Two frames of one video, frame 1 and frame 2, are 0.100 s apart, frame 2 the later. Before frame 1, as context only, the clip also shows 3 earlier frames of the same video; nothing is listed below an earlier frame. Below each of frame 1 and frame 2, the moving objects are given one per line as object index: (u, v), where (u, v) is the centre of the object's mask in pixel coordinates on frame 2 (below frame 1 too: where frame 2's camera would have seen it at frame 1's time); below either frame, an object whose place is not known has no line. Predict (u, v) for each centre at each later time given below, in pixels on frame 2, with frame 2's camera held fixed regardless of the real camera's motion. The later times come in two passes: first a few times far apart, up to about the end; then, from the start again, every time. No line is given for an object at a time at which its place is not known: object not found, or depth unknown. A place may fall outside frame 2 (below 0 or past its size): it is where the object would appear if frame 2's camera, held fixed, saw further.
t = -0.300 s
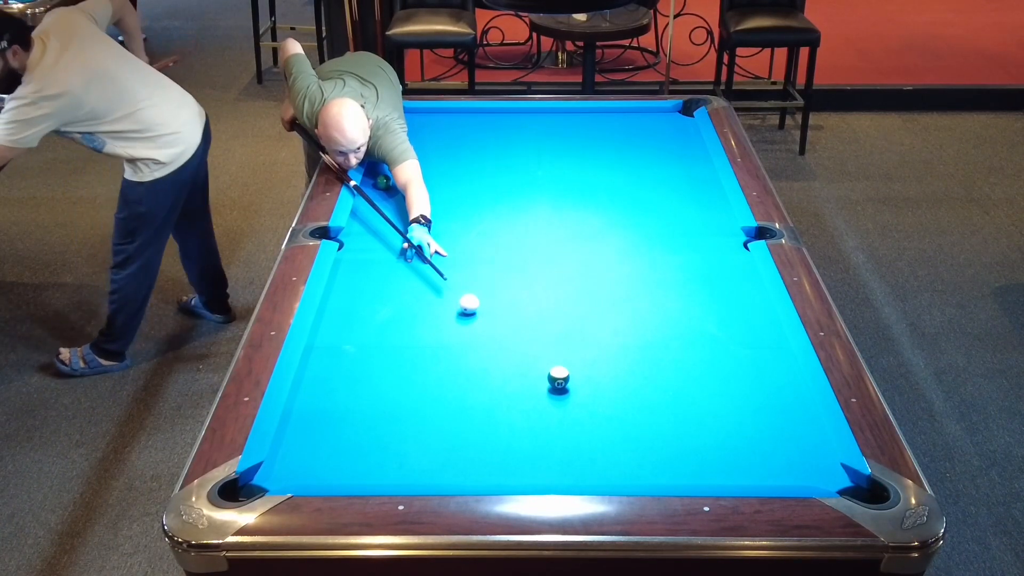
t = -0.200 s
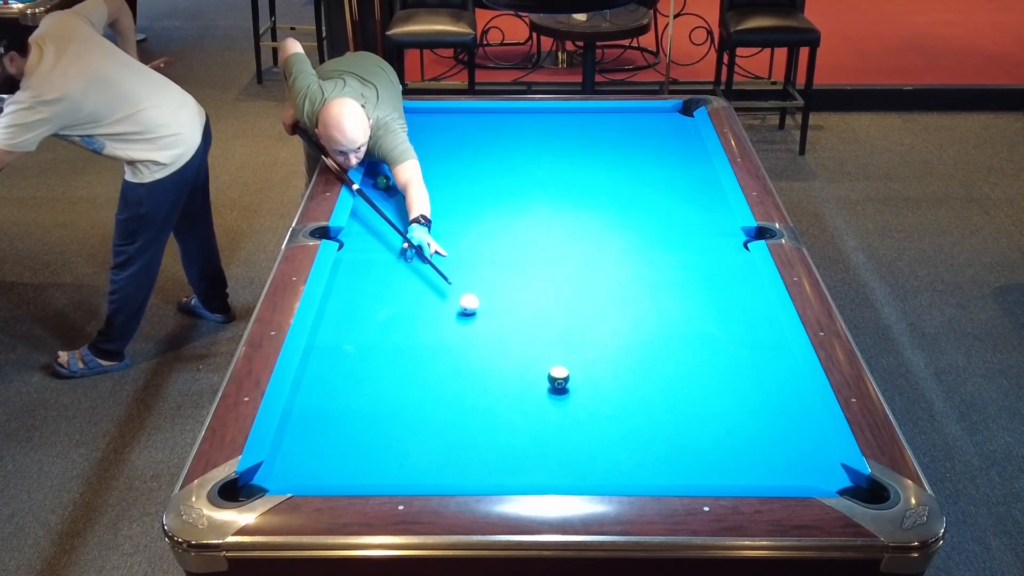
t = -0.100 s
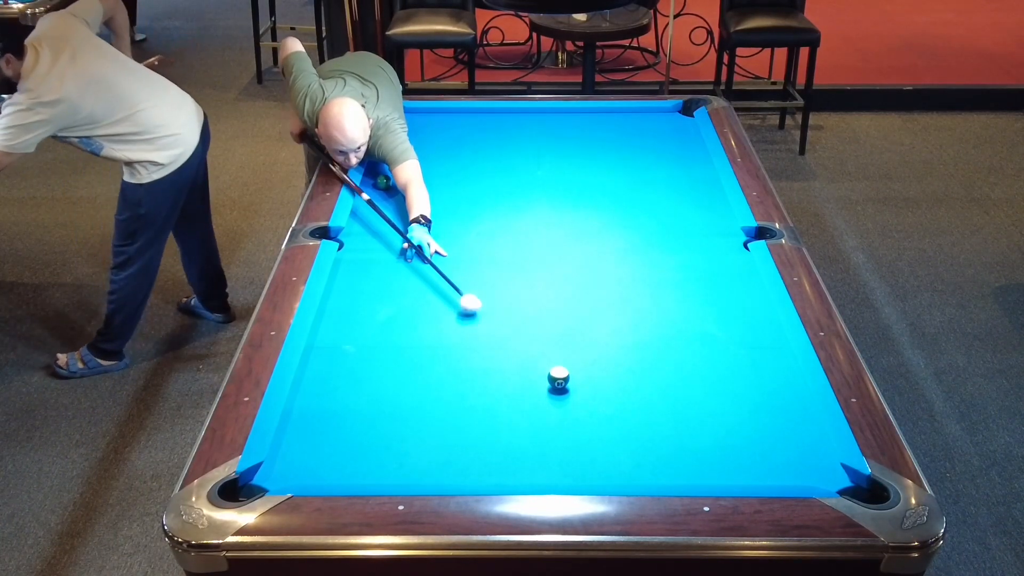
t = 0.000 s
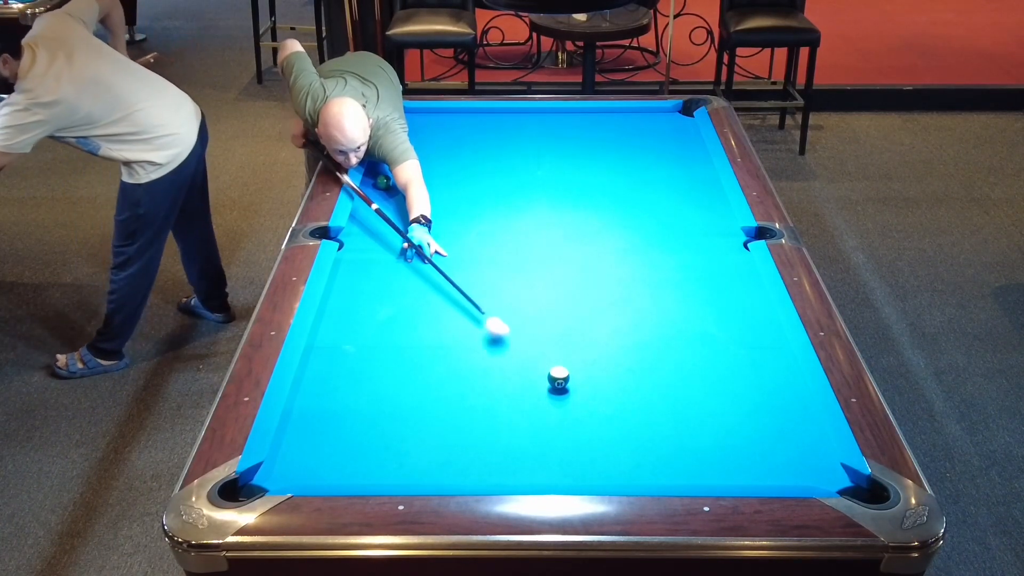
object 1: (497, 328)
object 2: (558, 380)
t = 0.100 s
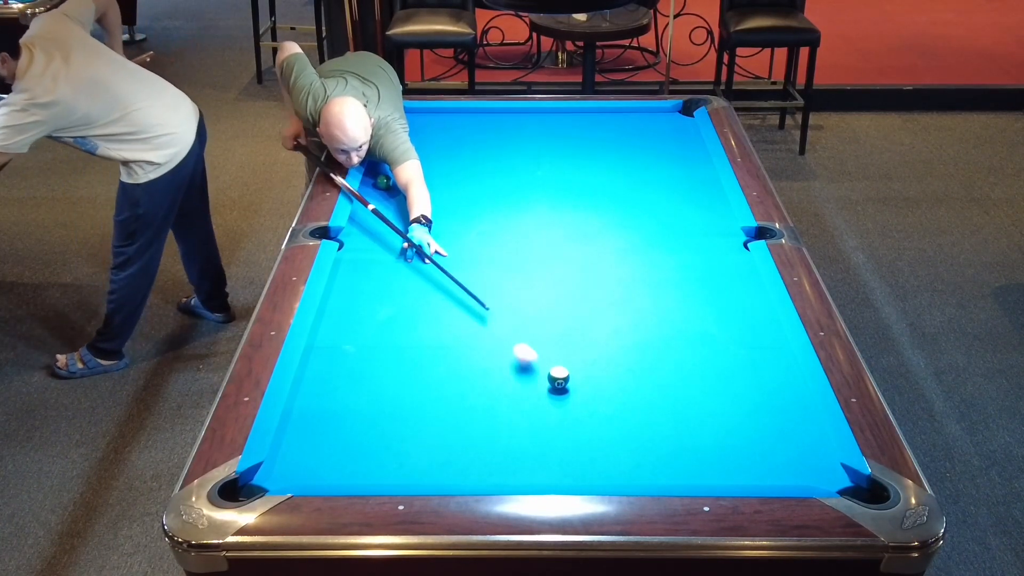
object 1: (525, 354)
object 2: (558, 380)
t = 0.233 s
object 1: (529, 382)
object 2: (594, 392)
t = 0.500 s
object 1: (514, 427)
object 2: (686, 428)
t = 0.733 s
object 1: (502, 470)
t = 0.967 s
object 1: (492, 452)
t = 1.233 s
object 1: (483, 423)
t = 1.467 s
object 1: (477, 400)
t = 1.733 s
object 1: (470, 378)
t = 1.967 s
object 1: (465, 360)
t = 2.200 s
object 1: (461, 345)
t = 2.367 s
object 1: (458, 334)
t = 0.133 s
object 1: (535, 363)
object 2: (558, 380)
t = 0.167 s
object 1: (538, 373)
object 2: (566, 380)
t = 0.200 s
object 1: (533, 377)
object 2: (580, 386)
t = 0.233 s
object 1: (529, 382)
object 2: (594, 392)
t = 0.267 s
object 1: (526, 387)
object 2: (608, 397)
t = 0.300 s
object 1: (524, 392)
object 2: (620, 402)
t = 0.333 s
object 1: (522, 398)
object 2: (630, 407)
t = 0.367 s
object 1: (521, 403)
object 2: (641, 411)
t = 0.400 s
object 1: (519, 409)
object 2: (652, 416)
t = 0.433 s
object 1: (518, 415)
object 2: (662, 420)
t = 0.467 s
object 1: (516, 421)
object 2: (674, 424)
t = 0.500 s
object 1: (514, 427)
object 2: (686, 428)
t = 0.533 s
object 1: (513, 433)
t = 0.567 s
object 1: (511, 440)
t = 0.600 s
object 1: (509, 446)
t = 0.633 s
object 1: (507, 452)
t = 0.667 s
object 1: (506, 458)
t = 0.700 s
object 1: (504, 465)
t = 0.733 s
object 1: (502, 470)
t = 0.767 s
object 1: (500, 474)
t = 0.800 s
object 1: (498, 472)
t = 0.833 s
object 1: (497, 468)
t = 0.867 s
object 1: (496, 464)
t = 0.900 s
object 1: (495, 460)
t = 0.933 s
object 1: (493, 456)
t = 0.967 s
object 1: (492, 452)
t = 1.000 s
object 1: (491, 448)
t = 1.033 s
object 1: (490, 444)
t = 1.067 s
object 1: (489, 440)
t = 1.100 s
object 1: (487, 437)
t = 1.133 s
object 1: (486, 433)
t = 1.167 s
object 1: (485, 430)
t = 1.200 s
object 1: (484, 426)
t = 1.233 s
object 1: (483, 423)
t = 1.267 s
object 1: (482, 419)
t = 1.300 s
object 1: (481, 416)
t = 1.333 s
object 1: (480, 413)
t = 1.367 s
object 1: (479, 410)
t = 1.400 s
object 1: (478, 406)
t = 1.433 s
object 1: (478, 403)
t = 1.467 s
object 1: (477, 400)
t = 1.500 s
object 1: (476, 397)
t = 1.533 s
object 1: (475, 394)
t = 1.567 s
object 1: (474, 391)
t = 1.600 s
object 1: (473, 389)
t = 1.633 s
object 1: (473, 386)
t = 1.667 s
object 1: (472, 383)
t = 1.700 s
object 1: (471, 380)
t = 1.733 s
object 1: (470, 378)
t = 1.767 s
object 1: (470, 375)
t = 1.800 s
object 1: (469, 373)
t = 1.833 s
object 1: (468, 370)
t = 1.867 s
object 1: (467, 367)
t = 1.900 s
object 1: (467, 365)
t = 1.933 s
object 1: (466, 362)
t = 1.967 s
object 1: (465, 360)
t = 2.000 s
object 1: (465, 358)
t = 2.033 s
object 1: (464, 356)
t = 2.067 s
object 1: (463, 353)
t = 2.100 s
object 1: (463, 351)
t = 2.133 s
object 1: (462, 349)
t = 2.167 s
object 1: (462, 347)
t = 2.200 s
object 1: (461, 345)
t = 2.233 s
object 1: (461, 343)
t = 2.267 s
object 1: (460, 340)
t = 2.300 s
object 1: (460, 338)
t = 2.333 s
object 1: (459, 336)
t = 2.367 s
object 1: (458, 334)
